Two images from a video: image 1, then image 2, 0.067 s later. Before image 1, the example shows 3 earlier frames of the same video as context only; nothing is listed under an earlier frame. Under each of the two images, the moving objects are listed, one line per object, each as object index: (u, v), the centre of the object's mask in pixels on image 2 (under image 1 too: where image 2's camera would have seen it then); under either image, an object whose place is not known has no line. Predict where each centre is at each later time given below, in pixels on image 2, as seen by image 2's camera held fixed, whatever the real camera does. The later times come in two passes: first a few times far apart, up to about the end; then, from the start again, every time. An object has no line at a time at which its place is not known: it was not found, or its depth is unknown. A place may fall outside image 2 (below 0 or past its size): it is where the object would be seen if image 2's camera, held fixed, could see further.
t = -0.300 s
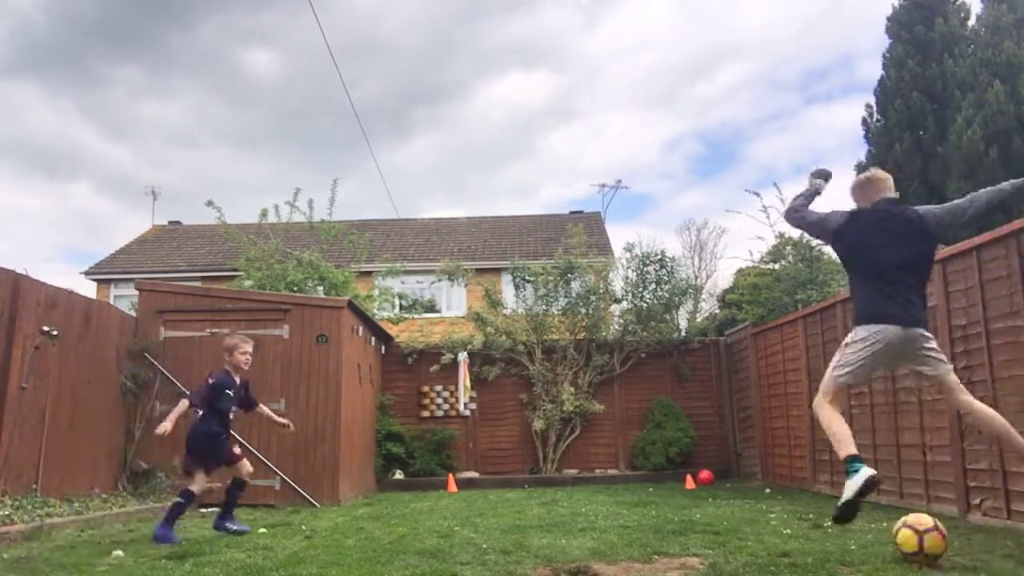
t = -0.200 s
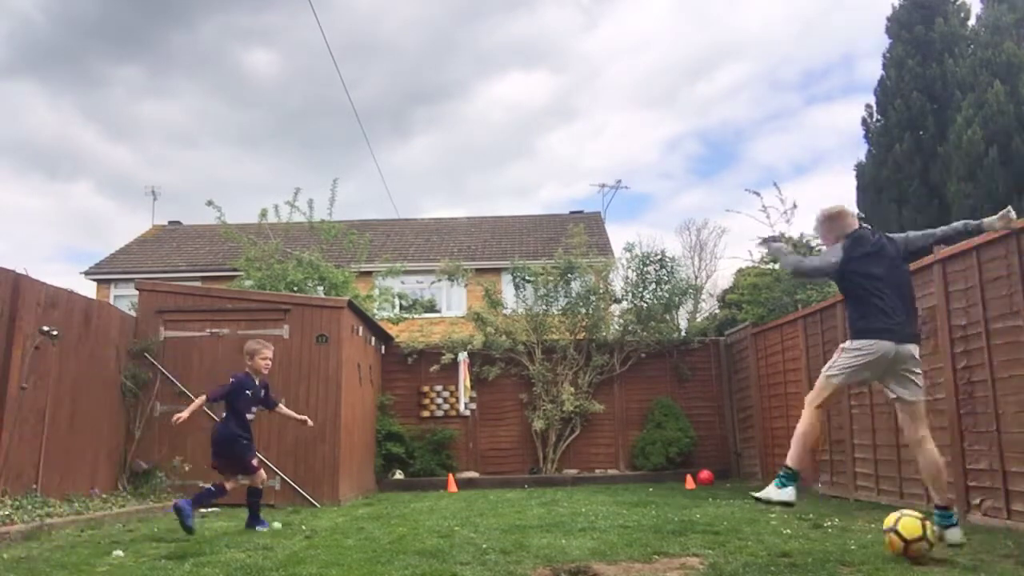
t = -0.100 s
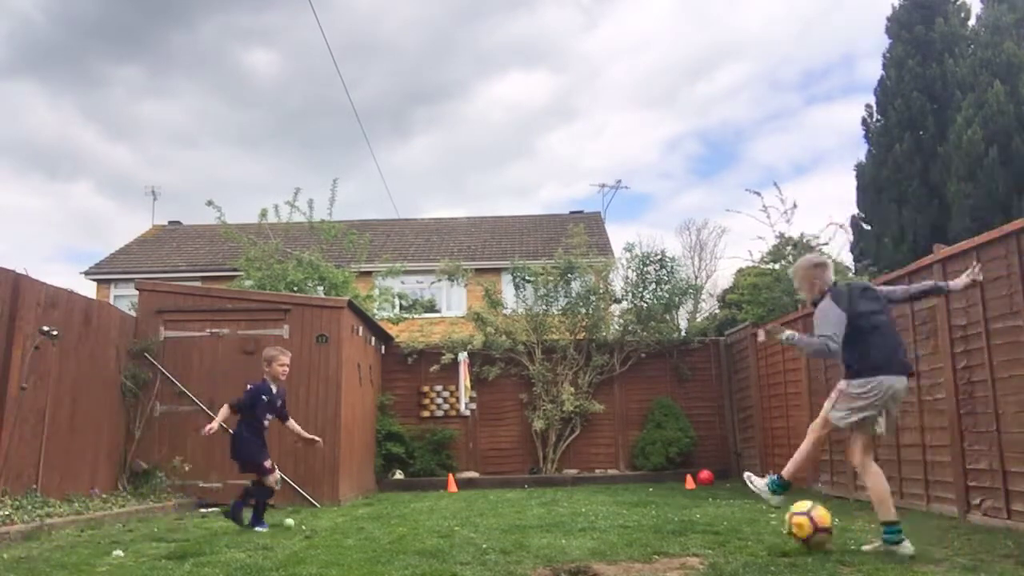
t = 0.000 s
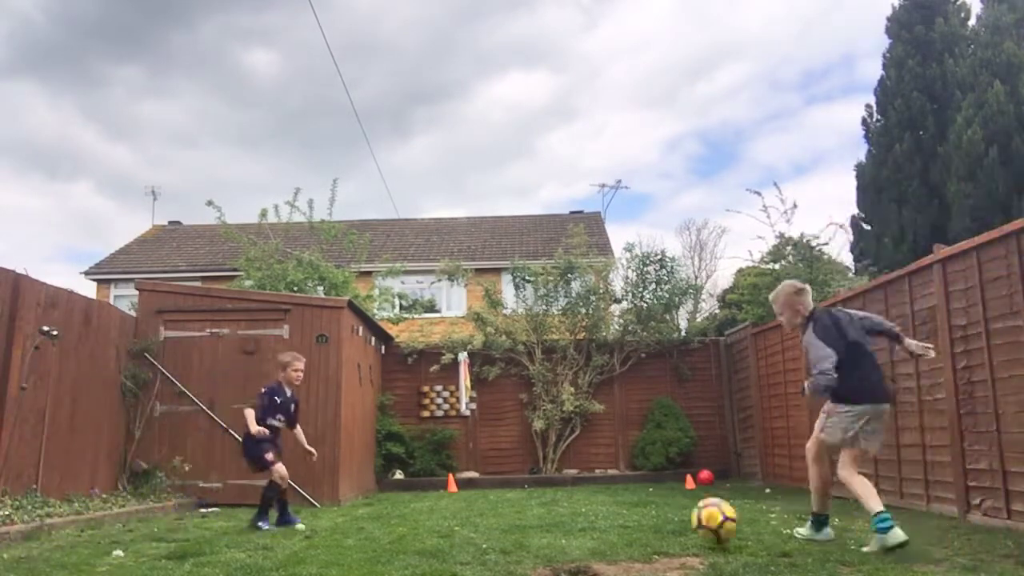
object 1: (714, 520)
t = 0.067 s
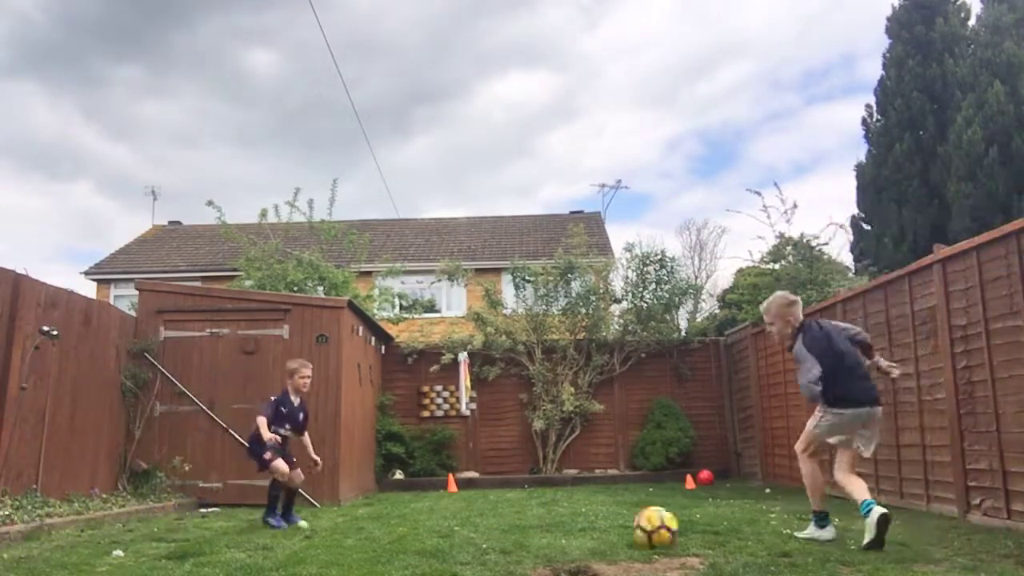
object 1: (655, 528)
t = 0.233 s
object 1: (562, 510)
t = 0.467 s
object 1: (445, 519)
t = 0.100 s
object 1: (635, 522)
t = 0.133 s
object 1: (616, 516)
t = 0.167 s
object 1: (597, 512)
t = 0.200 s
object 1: (580, 509)
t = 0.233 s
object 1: (562, 510)
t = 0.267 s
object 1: (544, 514)
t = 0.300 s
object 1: (528, 519)
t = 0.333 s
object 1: (511, 525)
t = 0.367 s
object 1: (494, 522)
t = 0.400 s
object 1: (478, 519)
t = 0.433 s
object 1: (461, 518)
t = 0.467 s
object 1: (445, 519)
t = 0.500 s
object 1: (429, 523)
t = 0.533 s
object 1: (415, 522)
